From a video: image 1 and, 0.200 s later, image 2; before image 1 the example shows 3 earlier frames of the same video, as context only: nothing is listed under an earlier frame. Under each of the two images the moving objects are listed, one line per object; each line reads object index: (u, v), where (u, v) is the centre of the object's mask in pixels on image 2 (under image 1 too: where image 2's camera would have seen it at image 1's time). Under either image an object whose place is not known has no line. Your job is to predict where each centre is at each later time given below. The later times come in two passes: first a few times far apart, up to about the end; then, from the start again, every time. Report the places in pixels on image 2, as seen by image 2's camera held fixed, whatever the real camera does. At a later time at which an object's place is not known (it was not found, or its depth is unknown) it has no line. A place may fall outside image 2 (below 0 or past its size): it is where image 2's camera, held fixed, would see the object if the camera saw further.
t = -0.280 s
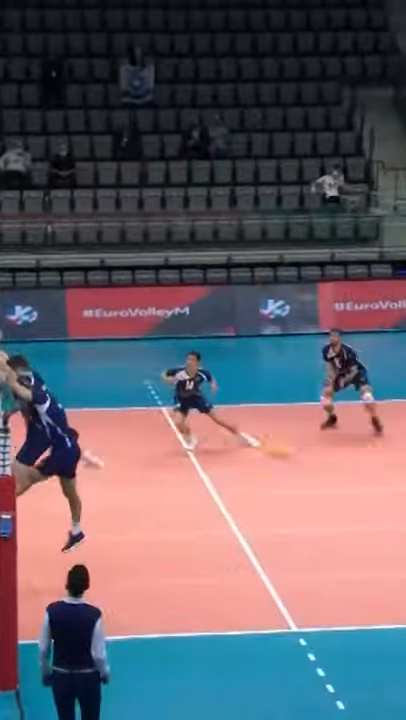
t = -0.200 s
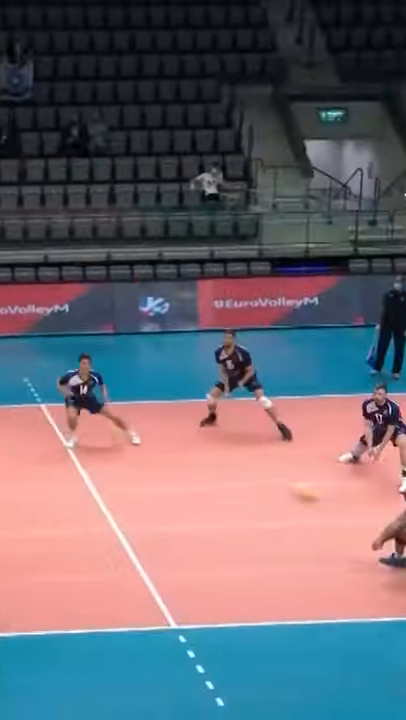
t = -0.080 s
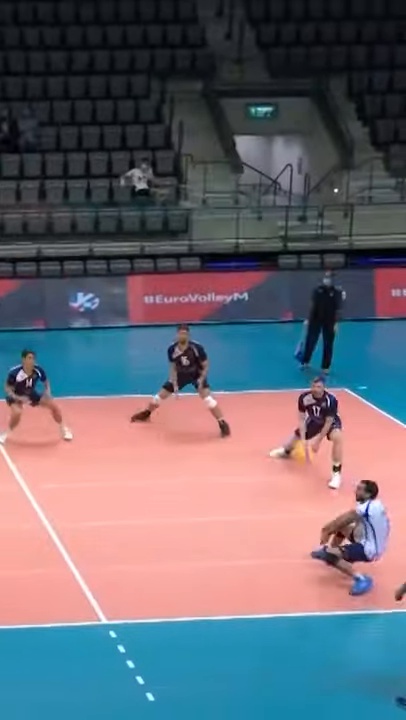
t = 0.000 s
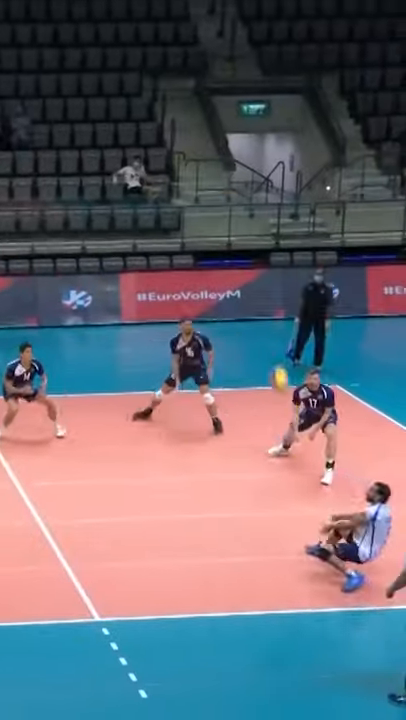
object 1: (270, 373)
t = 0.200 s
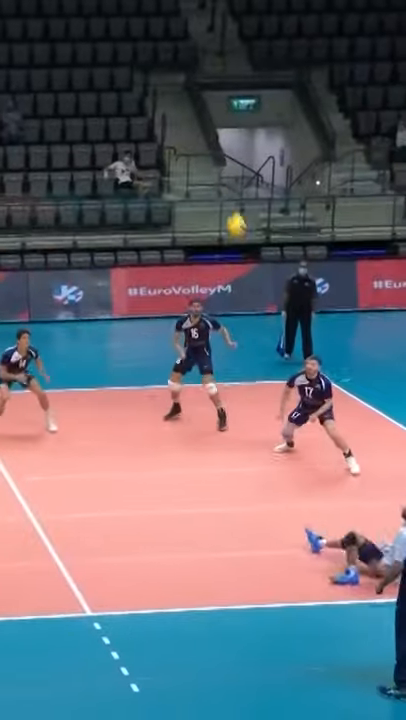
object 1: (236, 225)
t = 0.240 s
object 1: (229, 198)
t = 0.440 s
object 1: (199, 96)
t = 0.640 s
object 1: (171, 29)
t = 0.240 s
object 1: (229, 198)
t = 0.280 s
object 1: (222, 176)
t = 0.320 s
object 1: (217, 154)
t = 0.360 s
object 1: (211, 133)
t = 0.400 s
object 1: (204, 114)
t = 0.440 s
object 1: (199, 96)
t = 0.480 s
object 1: (193, 80)
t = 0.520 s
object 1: (187, 65)
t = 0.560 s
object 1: (182, 51)
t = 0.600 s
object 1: (176, 39)
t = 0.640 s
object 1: (171, 29)
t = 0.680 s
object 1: (165, 20)
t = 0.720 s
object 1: (160, 12)
